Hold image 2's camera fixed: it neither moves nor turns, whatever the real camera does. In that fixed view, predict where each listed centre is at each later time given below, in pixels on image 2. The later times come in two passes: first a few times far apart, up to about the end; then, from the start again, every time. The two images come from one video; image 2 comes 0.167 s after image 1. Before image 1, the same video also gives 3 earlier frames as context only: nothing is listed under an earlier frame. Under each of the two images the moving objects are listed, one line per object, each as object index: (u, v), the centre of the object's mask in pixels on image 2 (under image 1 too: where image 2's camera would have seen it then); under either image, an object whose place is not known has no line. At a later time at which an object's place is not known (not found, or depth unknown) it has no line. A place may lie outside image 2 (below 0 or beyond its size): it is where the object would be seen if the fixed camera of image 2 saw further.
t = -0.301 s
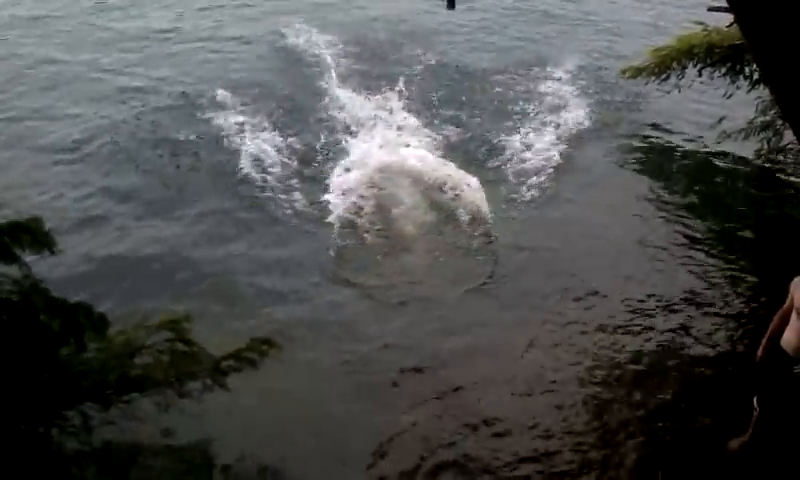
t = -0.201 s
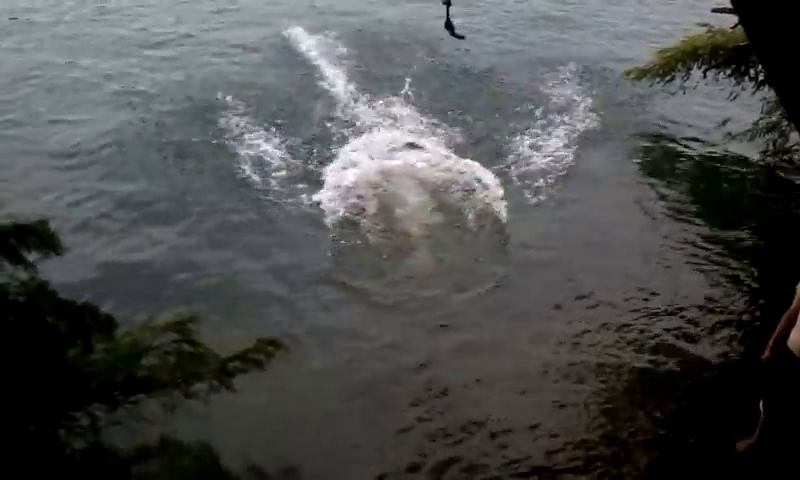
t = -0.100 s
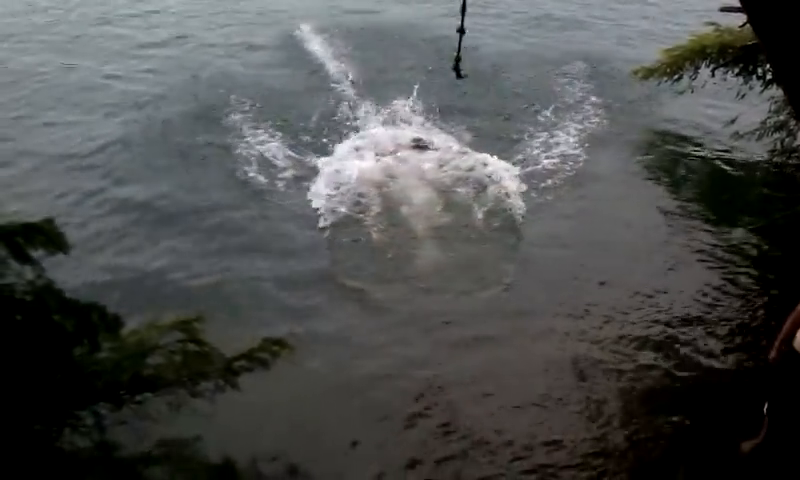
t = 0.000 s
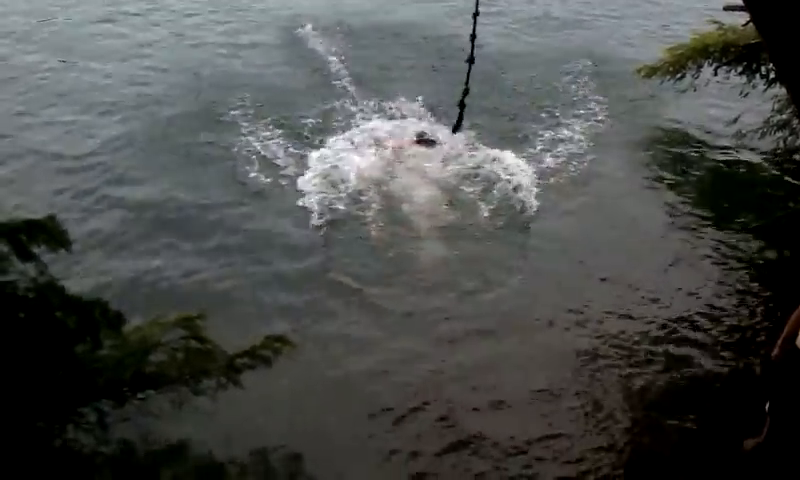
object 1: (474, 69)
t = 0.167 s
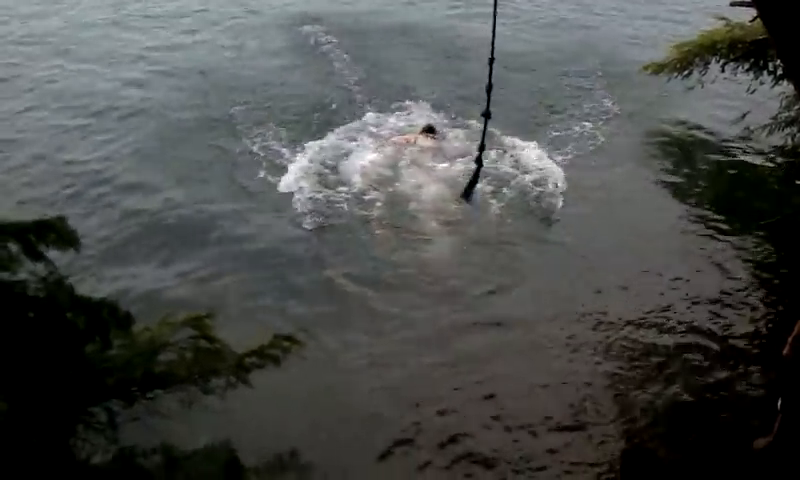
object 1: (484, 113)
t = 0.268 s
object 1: (490, 138)
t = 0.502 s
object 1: (503, 171)
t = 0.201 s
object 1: (486, 120)
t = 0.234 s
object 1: (489, 129)
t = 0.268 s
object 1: (490, 138)
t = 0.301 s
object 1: (494, 141)
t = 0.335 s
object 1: (496, 147)
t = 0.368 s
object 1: (497, 150)
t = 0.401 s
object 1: (498, 154)
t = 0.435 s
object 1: (499, 157)
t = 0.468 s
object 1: (502, 164)
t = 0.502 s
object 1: (503, 171)
